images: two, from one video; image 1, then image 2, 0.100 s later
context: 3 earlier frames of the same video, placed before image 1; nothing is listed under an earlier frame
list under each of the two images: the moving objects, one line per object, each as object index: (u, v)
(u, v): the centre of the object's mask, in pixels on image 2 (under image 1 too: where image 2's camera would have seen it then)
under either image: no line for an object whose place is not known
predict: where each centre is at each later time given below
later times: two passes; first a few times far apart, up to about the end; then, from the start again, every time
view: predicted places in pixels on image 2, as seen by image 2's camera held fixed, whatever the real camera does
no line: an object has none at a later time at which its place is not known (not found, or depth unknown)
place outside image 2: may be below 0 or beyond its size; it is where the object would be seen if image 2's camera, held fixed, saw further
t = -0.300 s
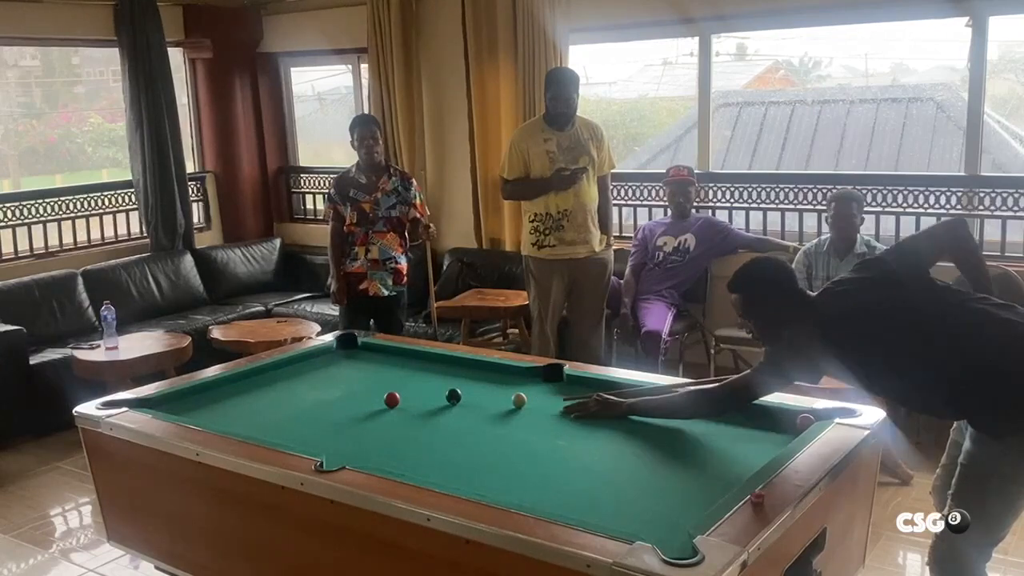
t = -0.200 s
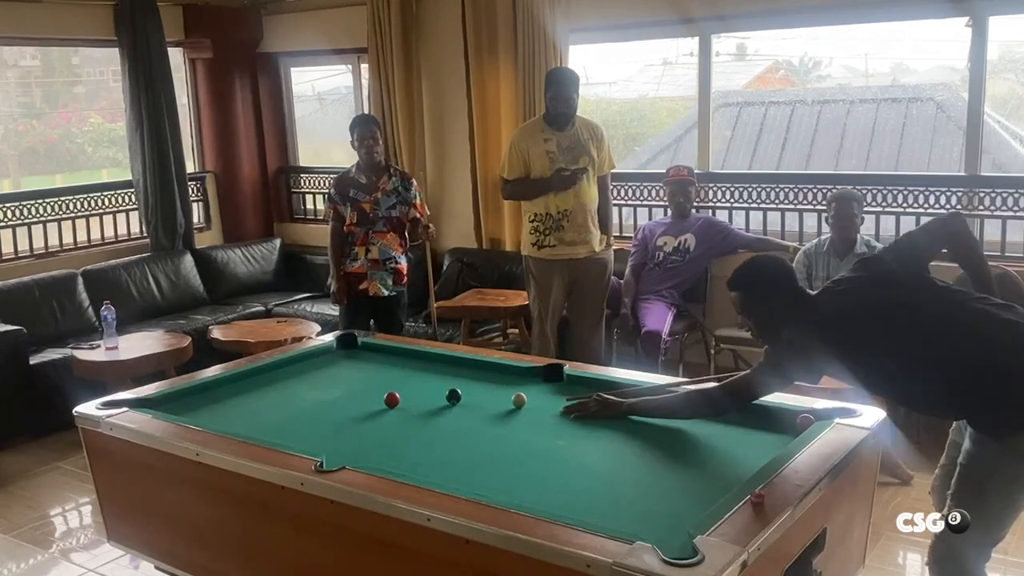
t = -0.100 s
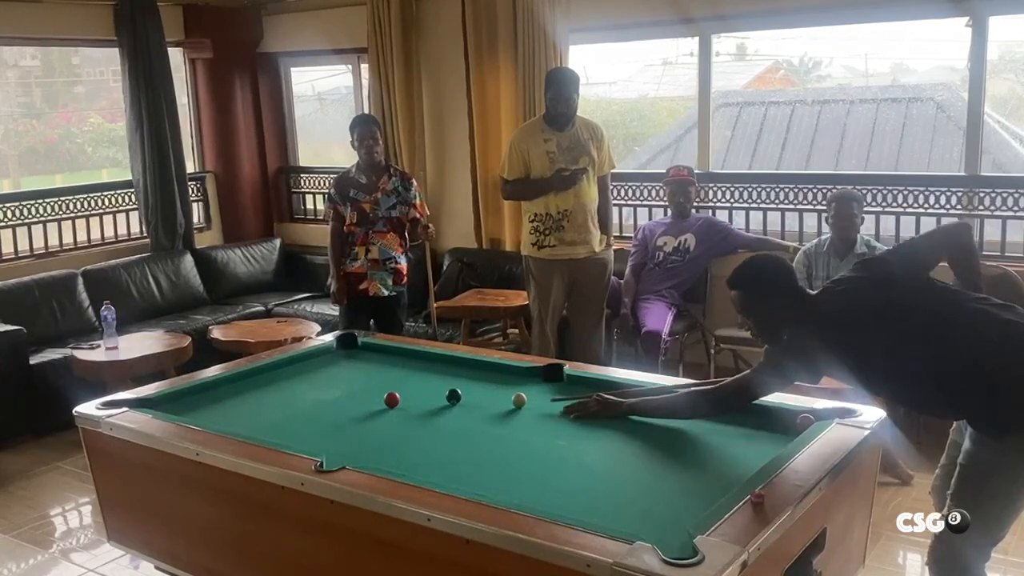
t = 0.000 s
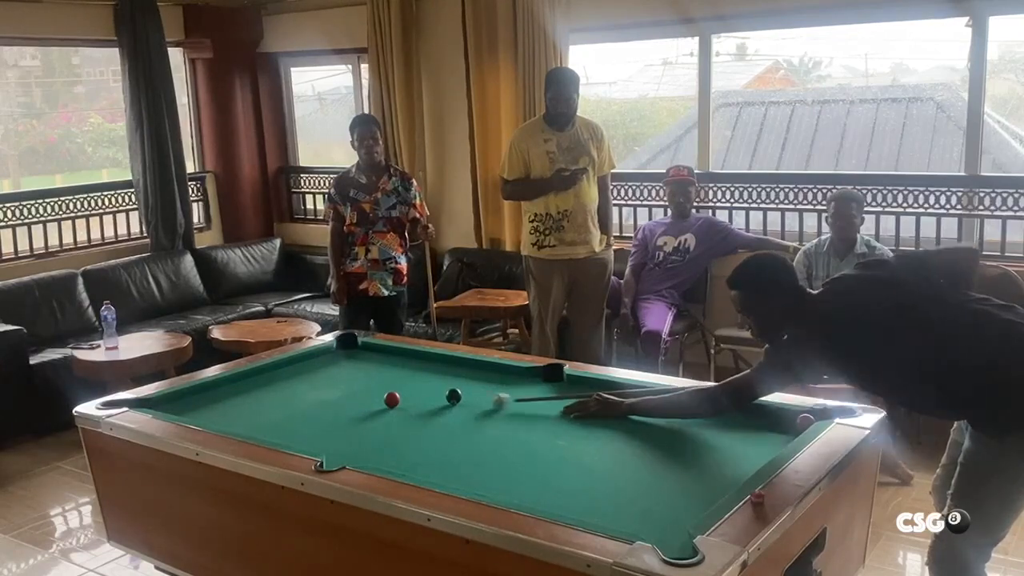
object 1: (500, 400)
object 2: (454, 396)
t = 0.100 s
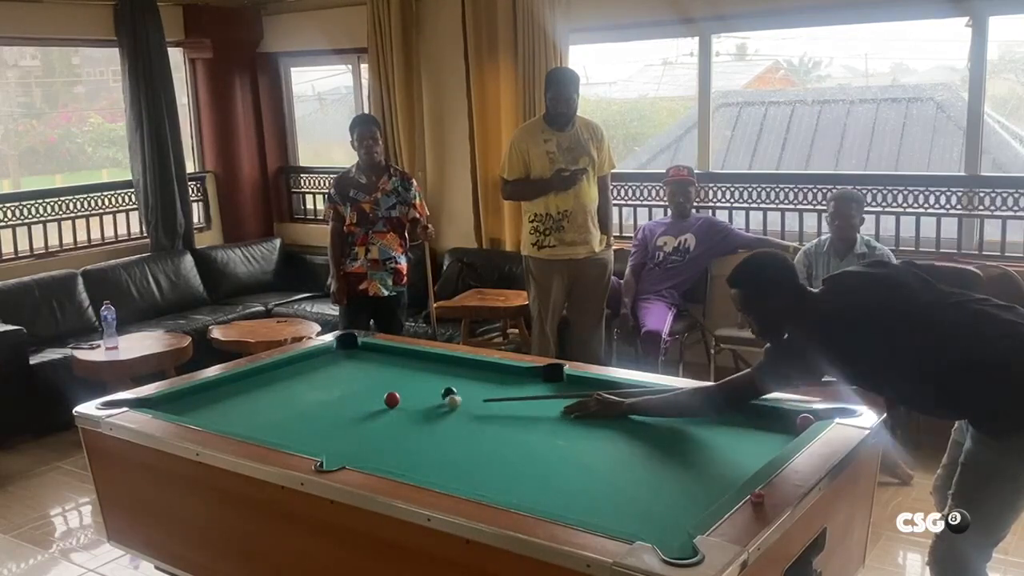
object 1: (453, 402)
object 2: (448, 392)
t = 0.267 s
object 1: (407, 412)
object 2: (430, 388)
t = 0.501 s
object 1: (342, 427)
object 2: (409, 380)
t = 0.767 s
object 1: (278, 437)
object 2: (386, 372)
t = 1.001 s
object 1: (303, 427)
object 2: (369, 366)
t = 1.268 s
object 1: (328, 414)
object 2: (353, 359)
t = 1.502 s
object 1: (347, 404)
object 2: (340, 354)
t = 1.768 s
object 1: (367, 395)
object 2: (332, 351)
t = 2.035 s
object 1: (383, 386)
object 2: (347, 351)
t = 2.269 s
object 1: (397, 380)
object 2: (360, 351)
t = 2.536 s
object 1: (410, 374)
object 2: (373, 352)
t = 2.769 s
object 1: (420, 369)
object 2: (383, 353)
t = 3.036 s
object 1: (429, 364)
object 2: (392, 354)
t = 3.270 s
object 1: (437, 360)
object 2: (399, 354)
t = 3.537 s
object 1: (436, 360)
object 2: (405, 354)
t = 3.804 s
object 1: (432, 362)
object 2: (411, 355)
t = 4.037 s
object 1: (429, 363)
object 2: (413, 355)
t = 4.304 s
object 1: (428, 363)
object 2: (414, 355)
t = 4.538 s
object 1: (428, 363)
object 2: (414, 356)
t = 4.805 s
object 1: (428, 364)
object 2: (414, 355)
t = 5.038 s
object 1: (428, 364)
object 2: (415, 355)
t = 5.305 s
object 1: (428, 364)
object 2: (414, 355)
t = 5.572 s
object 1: (428, 364)
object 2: (414, 356)
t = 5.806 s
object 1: (428, 364)
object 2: (414, 355)
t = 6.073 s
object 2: (414, 356)
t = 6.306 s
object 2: (413, 355)
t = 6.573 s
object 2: (413, 356)
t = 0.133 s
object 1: (444, 404)
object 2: (444, 391)
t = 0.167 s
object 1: (435, 406)
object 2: (441, 391)
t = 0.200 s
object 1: (426, 408)
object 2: (437, 391)
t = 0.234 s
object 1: (417, 410)
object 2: (434, 389)
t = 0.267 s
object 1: (407, 412)
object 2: (430, 388)
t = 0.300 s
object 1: (399, 414)
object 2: (427, 387)
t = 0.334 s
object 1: (389, 416)
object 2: (424, 385)
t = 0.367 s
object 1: (380, 418)
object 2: (421, 384)
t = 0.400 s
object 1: (370, 420)
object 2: (417, 383)
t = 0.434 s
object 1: (361, 422)
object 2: (414, 382)
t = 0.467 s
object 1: (351, 425)
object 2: (411, 381)
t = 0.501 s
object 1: (342, 427)
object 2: (409, 380)
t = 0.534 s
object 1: (332, 429)
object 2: (405, 379)
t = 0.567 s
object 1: (322, 432)
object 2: (402, 378)
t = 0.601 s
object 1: (312, 434)
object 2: (400, 377)
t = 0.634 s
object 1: (302, 436)
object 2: (397, 376)
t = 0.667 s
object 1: (293, 437)
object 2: (394, 375)
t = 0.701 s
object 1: (283, 437)
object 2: (391, 374)
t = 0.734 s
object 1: (275, 438)
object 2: (388, 373)
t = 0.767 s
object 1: (278, 437)
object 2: (386, 372)
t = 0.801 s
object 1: (282, 436)
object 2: (383, 371)
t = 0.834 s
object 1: (285, 435)
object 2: (381, 370)
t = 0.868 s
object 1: (289, 435)
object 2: (379, 369)
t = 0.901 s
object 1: (292, 433)
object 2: (376, 368)
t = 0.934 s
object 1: (296, 431)
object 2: (373, 367)
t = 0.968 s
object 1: (299, 429)
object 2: (371, 366)
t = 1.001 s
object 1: (303, 427)
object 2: (369, 366)
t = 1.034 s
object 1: (306, 426)
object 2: (367, 365)
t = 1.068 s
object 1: (309, 424)
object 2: (365, 364)
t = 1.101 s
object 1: (313, 422)
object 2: (362, 363)
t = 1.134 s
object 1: (316, 421)
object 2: (360, 362)
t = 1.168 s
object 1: (319, 419)
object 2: (359, 362)
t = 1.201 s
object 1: (322, 417)
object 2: (357, 361)
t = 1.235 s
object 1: (325, 416)
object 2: (355, 360)
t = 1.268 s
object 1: (328, 414)
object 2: (353, 359)
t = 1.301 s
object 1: (331, 413)
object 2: (351, 358)
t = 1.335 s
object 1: (334, 411)
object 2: (349, 357)
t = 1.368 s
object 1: (337, 410)
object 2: (347, 357)
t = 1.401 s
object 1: (340, 409)
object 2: (345, 357)
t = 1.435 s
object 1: (342, 407)
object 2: (343, 356)
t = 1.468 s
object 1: (345, 406)
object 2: (341, 355)
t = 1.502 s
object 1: (347, 404)
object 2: (340, 354)
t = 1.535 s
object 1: (350, 403)
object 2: (338, 354)
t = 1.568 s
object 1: (352, 402)
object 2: (337, 353)
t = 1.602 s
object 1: (355, 401)
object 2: (335, 352)
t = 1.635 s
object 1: (357, 399)
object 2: (333, 352)
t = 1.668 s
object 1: (360, 398)
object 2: (331, 351)
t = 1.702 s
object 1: (362, 397)
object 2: (329, 351)
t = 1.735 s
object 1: (364, 396)
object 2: (330, 351)
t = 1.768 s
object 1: (367, 395)
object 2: (332, 351)
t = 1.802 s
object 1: (369, 393)
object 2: (333, 350)
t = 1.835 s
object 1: (371, 392)
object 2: (335, 350)
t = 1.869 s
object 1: (373, 391)
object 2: (338, 350)
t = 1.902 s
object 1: (375, 390)
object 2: (340, 350)
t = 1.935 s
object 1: (377, 389)
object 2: (342, 350)
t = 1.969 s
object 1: (379, 388)
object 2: (344, 350)
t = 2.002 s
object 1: (381, 387)
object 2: (346, 351)
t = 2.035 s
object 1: (383, 386)
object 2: (347, 351)
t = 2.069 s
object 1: (385, 385)
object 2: (349, 351)
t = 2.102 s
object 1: (387, 384)
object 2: (352, 351)
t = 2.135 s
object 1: (389, 383)
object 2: (354, 351)
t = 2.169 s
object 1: (391, 383)
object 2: (356, 351)
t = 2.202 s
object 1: (393, 382)
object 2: (357, 351)
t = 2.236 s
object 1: (395, 381)
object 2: (359, 352)
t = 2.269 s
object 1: (397, 380)
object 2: (360, 351)
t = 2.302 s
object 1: (399, 379)
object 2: (362, 351)
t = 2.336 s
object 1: (400, 378)
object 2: (364, 351)
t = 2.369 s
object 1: (402, 377)
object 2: (366, 351)
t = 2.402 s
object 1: (403, 377)
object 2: (367, 352)
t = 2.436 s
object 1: (405, 376)
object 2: (369, 352)
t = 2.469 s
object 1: (407, 375)
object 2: (370, 352)
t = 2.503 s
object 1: (408, 374)
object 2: (372, 352)
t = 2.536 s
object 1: (410, 374)
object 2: (373, 352)
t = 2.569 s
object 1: (411, 373)
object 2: (375, 352)
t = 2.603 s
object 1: (413, 372)
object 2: (376, 353)
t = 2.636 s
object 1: (414, 372)
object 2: (378, 352)
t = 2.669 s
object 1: (415, 371)
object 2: (380, 352)
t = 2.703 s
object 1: (417, 370)
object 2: (381, 352)
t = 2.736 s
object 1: (418, 370)
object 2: (382, 352)
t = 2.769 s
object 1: (420, 369)
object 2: (383, 353)
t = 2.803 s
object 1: (421, 368)
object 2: (384, 353)
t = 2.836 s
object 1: (422, 368)
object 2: (386, 353)
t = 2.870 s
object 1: (424, 367)
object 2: (387, 353)
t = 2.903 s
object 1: (425, 366)
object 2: (388, 353)
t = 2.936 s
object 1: (426, 366)
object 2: (389, 353)
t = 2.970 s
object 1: (427, 365)
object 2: (390, 353)
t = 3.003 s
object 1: (428, 364)
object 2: (391, 353)
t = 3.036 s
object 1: (429, 364)
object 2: (392, 354)
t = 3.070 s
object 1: (430, 364)
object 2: (393, 354)
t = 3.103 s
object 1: (431, 363)
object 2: (394, 354)
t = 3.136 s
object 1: (433, 362)
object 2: (395, 354)
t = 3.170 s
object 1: (434, 362)
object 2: (396, 354)
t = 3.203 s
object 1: (435, 361)
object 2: (397, 354)
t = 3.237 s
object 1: (436, 361)
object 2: (398, 354)
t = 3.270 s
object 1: (437, 360)
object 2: (399, 354)
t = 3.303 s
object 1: (438, 360)
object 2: (400, 354)
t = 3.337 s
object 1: (439, 360)
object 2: (401, 354)
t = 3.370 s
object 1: (439, 360)
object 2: (401, 354)
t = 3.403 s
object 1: (438, 360)
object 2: (402, 354)
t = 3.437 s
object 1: (438, 360)
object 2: (403, 354)
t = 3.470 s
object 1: (437, 360)
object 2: (404, 354)
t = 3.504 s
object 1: (436, 360)
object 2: (404, 354)
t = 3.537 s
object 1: (436, 360)
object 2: (405, 354)
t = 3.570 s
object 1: (435, 361)
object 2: (405, 354)
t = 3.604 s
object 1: (434, 361)
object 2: (406, 354)
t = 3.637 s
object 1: (434, 361)
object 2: (407, 355)
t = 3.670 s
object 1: (433, 361)
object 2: (407, 355)
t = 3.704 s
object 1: (433, 361)
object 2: (408, 354)
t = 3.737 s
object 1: (432, 362)
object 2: (409, 355)
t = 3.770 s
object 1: (432, 362)
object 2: (410, 355)
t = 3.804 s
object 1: (432, 362)
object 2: (411, 355)
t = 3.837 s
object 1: (431, 362)
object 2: (411, 355)
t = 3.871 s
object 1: (431, 362)
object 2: (411, 354)
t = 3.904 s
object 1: (431, 362)
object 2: (412, 355)
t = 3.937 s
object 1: (430, 363)
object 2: (412, 355)
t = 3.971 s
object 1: (430, 363)
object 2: (413, 355)
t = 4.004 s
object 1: (429, 363)
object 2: (413, 355)
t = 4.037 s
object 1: (429, 363)
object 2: (413, 355)
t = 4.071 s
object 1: (429, 363)
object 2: (413, 355)
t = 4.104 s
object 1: (429, 363)
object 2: (414, 355)
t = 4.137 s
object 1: (429, 363)
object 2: (413, 355)
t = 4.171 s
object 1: (428, 363)
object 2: (414, 355)
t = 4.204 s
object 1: (428, 363)
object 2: (414, 355)
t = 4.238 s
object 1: (428, 363)
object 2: (414, 355)
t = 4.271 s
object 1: (428, 363)
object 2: (413, 355)
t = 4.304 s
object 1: (428, 363)
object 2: (414, 355)
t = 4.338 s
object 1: (428, 363)
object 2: (413, 355)
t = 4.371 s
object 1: (428, 363)
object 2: (413, 355)
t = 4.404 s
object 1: (428, 363)
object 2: (414, 355)
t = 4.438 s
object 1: (428, 363)
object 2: (414, 355)
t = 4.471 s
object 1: (428, 363)
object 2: (414, 356)
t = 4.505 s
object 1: (428, 363)
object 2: (414, 356)
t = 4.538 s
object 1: (428, 363)
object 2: (414, 356)
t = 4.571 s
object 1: (428, 363)
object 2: (415, 355)
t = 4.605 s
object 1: (428, 363)
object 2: (414, 355)
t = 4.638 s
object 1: (428, 364)
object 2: (415, 355)
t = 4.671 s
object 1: (428, 363)
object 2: (415, 355)
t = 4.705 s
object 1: (428, 364)
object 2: (414, 355)
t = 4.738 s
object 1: (428, 363)
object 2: (414, 355)
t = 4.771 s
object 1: (428, 364)
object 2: (414, 355)
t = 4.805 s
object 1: (428, 364)
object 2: (414, 355)
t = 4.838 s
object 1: (428, 364)
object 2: (415, 355)
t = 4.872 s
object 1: (428, 364)
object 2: (415, 355)
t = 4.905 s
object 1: (428, 364)
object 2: (414, 355)
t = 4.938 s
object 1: (428, 364)
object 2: (413, 355)
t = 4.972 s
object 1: (428, 364)
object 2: (414, 355)
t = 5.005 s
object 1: (428, 364)
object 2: (415, 355)
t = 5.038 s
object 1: (428, 364)
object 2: (415, 355)
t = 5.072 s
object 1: (428, 364)
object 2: (415, 355)
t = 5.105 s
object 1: (428, 364)
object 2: (413, 355)
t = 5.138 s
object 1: (428, 364)
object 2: (414, 355)
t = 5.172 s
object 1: (428, 364)
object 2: (414, 355)
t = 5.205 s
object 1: (428, 364)
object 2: (414, 355)
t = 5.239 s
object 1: (428, 364)
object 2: (414, 356)
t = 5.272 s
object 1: (428, 364)
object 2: (414, 356)
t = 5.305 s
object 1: (428, 364)
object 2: (414, 355)
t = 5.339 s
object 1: (428, 364)
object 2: (415, 356)
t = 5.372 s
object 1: (428, 364)
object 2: (415, 356)
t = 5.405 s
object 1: (428, 364)
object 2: (415, 356)
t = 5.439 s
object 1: (428, 364)
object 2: (414, 356)
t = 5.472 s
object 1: (428, 363)
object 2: (414, 356)
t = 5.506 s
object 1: (428, 364)
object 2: (415, 356)
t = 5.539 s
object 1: (428, 364)
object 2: (414, 355)
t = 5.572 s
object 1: (428, 364)
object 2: (414, 356)
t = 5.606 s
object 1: (428, 364)
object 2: (413, 355)
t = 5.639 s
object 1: (428, 364)
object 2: (414, 355)
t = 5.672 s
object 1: (428, 364)
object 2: (414, 355)
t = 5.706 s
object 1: (428, 364)
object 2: (414, 355)
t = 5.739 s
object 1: (428, 364)
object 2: (414, 355)
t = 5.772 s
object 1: (428, 364)
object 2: (414, 355)
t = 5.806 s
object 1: (428, 364)
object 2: (414, 355)
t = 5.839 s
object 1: (428, 364)
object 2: (414, 355)
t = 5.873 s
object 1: (428, 364)
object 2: (414, 355)
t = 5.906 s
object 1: (428, 364)
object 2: (414, 355)
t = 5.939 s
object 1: (428, 364)
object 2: (414, 355)
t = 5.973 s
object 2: (415, 355)
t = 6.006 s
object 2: (414, 355)
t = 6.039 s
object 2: (414, 356)
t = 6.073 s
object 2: (414, 356)
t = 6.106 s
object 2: (414, 355)
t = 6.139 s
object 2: (414, 356)
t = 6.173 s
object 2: (414, 356)
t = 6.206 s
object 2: (413, 355)
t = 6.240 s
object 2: (414, 355)
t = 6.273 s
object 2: (414, 355)
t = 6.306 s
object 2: (413, 355)
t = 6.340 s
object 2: (413, 355)
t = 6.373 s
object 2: (413, 355)
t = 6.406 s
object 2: (414, 355)
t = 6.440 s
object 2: (413, 355)
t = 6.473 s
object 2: (413, 355)
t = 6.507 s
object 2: (413, 355)
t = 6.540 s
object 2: (413, 355)
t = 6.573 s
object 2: (413, 356)
